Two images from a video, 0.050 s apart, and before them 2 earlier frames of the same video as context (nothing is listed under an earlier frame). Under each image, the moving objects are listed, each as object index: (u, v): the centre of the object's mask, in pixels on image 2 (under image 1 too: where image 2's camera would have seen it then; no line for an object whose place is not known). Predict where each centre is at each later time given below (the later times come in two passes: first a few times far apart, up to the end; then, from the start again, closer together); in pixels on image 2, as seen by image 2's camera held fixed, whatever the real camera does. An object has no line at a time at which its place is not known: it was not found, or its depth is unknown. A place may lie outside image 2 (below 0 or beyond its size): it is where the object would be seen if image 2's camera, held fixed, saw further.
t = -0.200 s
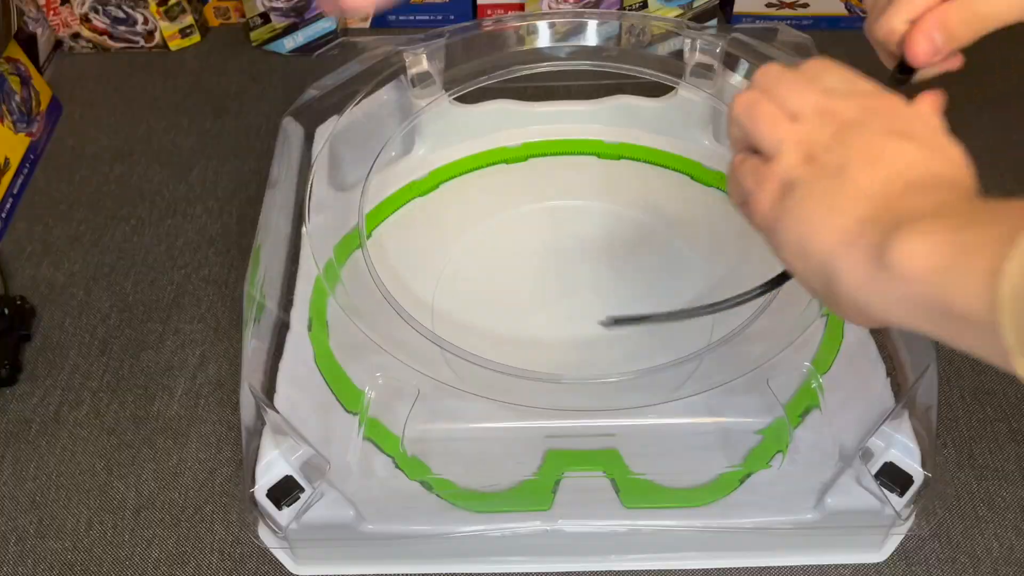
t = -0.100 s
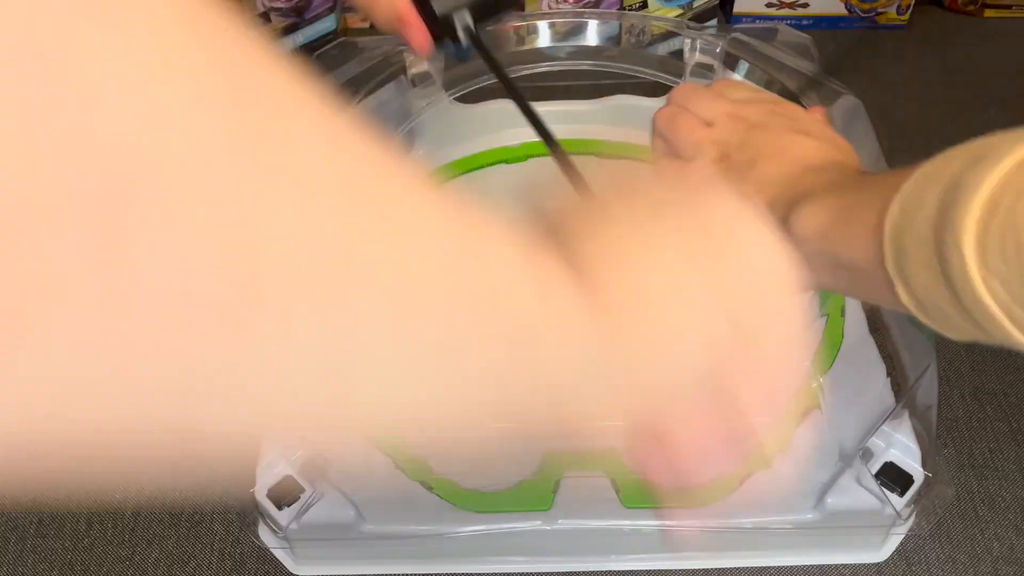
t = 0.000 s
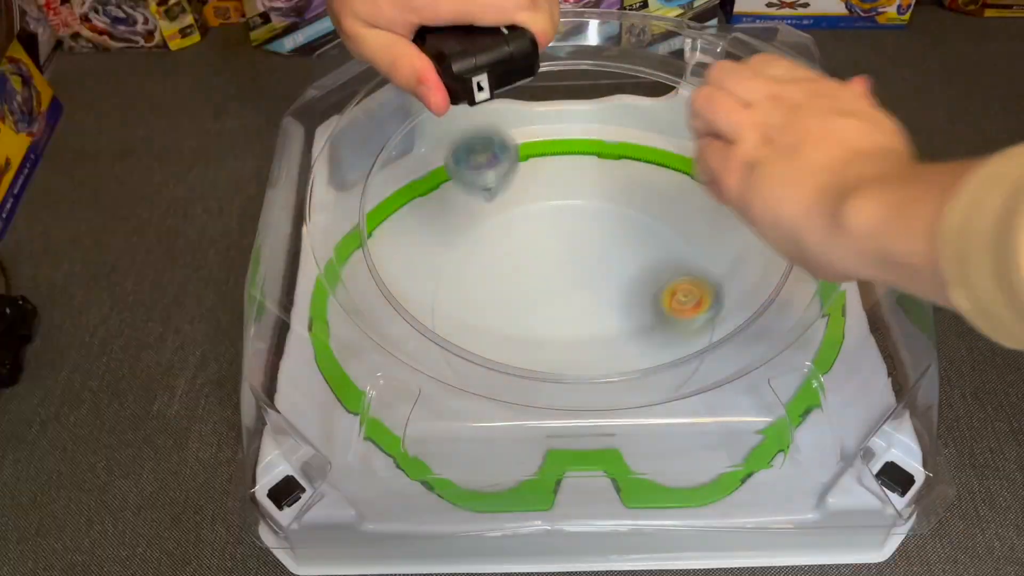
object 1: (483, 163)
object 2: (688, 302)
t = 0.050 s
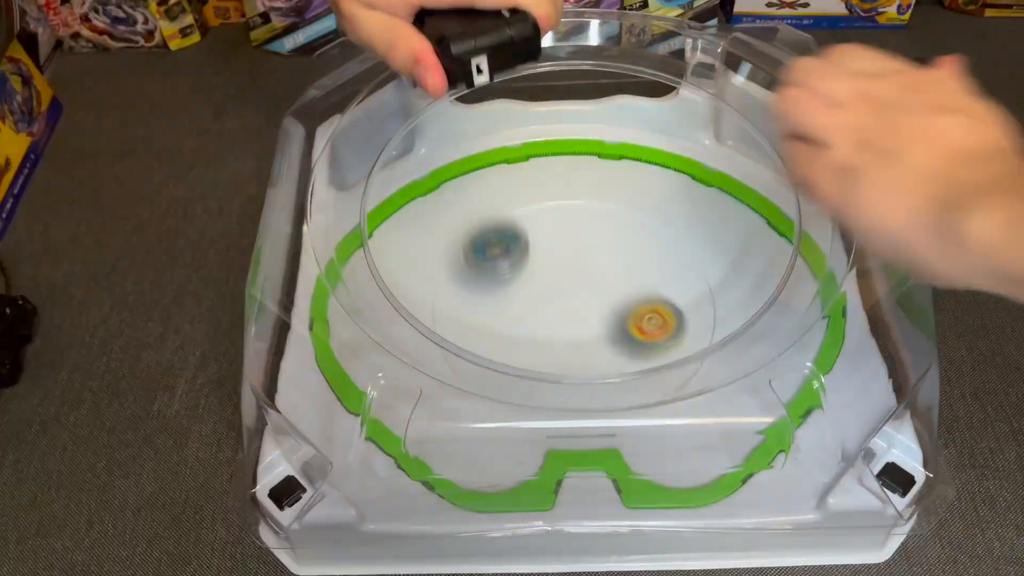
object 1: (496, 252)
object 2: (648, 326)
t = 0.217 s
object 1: (542, 207)
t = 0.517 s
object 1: (565, 163)
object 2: (498, 303)
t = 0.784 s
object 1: (524, 288)
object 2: (563, 355)
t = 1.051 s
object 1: (546, 377)
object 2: (598, 333)
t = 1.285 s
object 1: (640, 282)
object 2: (534, 260)
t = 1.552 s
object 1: (544, 187)
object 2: (468, 275)
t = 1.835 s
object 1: (445, 306)
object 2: (527, 364)
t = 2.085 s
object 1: (589, 352)
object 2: (628, 291)
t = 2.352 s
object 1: (681, 227)
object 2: (557, 193)
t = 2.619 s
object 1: (537, 207)
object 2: (472, 260)
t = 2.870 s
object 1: (489, 160)
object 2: (520, 420)
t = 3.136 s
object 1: (544, 182)
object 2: (508, 260)
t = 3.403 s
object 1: (596, 241)
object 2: (444, 334)
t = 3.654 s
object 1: (648, 274)
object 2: (442, 474)
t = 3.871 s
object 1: (727, 189)
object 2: (449, 320)
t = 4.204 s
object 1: (624, 239)
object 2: (565, 213)
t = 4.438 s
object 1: (664, 444)
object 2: (536, 154)
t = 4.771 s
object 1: (713, 389)
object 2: (484, 164)
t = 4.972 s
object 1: (692, 362)
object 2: (469, 173)
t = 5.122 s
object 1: (672, 373)
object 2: (473, 175)
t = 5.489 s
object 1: (640, 435)
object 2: (543, 209)
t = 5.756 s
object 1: (641, 428)
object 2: (614, 281)
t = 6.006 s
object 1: (616, 388)
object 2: (649, 310)
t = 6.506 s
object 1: (457, 250)
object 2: (604, 305)
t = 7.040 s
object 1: (591, 254)
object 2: (536, 342)
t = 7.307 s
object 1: (598, 219)
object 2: (539, 333)
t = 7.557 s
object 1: (577, 228)
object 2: (536, 310)
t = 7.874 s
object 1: (611, 280)
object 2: (529, 274)
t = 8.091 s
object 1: (647, 298)
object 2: (524, 252)
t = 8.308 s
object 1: (641, 292)
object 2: (535, 258)
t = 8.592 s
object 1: (604, 314)
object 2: (570, 268)
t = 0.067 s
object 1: (499, 283)
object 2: (635, 315)
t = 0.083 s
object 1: (505, 287)
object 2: (624, 303)
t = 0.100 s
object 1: (514, 277)
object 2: (612, 296)
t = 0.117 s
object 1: (520, 269)
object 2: (598, 292)
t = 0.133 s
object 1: (528, 264)
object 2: (586, 290)
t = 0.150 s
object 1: (531, 251)
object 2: (574, 300)
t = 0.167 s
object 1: (533, 237)
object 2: (567, 301)
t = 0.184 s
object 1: (534, 226)
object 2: (561, 297)
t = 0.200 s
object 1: (536, 217)
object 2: (564, 288)
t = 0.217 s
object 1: (542, 207)
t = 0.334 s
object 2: (513, 289)
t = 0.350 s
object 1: (555, 168)
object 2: (509, 289)
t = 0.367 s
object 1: (557, 164)
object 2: (507, 289)
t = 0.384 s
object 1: (559, 163)
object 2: (504, 290)
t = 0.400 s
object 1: (561, 161)
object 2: (502, 290)
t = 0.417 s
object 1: (562, 159)
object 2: (500, 291)
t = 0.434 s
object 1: (563, 159)
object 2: (499, 293)
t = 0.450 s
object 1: (564, 158)
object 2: (498, 294)
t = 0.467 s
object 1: (565, 158)
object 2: (497, 296)
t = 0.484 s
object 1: (565, 159)
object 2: (497, 298)
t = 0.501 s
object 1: (565, 160)
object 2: (498, 300)
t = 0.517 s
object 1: (565, 163)
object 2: (498, 303)
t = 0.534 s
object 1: (564, 165)
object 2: (500, 306)
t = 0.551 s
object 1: (563, 169)
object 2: (501, 309)
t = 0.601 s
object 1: (558, 184)
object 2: (510, 319)
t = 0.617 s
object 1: (556, 193)
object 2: (513, 323)
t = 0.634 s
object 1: (555, 199)
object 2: (517, 326)
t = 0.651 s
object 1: (552, 209)
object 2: (521, 330)
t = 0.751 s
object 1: (534, 267)
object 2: (552, 351)
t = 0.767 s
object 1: (529, 278)
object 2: (557, 352)
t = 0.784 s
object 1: (524, 288)
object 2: (563, 355)
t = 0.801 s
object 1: (520, 297)
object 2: (568, 355)
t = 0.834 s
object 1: (513, 317)
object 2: (578, 357)
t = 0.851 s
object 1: (510, 325)
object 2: (581, 358)
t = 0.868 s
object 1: (509, 334)
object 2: (585, 358)
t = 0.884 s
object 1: (509, 342)
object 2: (588, 358)
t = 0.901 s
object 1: (507, 350)
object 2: (591, 358)
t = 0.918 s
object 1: (509, 358)
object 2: (594, 357)
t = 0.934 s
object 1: (511, 362)
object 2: (596, 356)
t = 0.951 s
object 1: (513, 368)
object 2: (598, 355)
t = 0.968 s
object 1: (517, 371)
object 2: (599, 353)
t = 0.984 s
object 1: (522, 374)
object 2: (600, 351)
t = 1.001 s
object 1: (528, 375)
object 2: (600, 348)
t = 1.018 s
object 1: (532, 377)
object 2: (600, 343)
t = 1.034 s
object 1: (540, 377)
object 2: (599, 338)
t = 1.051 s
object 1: (546, 377)
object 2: (598, 333)
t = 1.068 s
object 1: (554, 375)
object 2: (595, 327)
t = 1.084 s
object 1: (562, 373)
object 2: (592, 320)
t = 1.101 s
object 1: (571, 370)
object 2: (589, 315)
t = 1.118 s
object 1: (579, 366)
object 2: (585, 309)
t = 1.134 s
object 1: (588, 361)
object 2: (581, 303)
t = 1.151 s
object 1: (598, 353)
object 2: (576, 297)
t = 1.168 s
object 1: (606, 348)
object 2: (571, 291)
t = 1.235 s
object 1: (633, 313)
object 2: (551, 271)
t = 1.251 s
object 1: (637, 303)
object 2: (545, 267)
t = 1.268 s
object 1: (638, 292)
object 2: (539, 263)
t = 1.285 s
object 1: (640, 282)
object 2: (534, 260)
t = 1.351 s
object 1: (635, 242)
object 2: (512, 252)
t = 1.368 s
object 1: (632, 232)
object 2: (507, 250)
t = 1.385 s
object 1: (627, 224)
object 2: (502, 250)
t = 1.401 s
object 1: (621, 216)
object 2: (497, 250)
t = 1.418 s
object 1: (614, 209)
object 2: (493, 251)
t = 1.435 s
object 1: (607, 203)
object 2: (488, 252)
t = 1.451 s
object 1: (600, 198)
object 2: (484, 254)
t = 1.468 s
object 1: (591, 194)
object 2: (481, 256)
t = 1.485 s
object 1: (582, 190)
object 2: (477, 258)
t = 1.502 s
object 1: (573, 188)
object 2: (475, 262)
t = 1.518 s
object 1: (563, 187)
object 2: (471, 266)
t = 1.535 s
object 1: (554, 186)
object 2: (469, 270)
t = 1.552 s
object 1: (544, 187)
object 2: (468, 275)
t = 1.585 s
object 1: (526, 192)
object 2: (465, 285)
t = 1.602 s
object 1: (517, 196)
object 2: (464, 291)
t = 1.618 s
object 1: (508, 202)
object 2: (464, 297)
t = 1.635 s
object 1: (499, 206)
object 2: (465, 302)
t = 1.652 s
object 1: (490, 213)
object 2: (466, 308)
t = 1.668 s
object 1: (482, 220)
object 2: (467, 315)
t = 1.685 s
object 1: (474, 227)
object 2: (471, 321)
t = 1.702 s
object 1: (467, 235)
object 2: (473, 326)
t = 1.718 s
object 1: (461, 243)
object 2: (478, 333)
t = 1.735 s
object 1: (455, 252)
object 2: (482, 340)
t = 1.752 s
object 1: (450, 262)
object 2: (488, 346)
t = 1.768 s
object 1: (447, 271)
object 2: (494, 351)
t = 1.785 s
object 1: (445, 280)
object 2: (502, 356)
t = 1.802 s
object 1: (444, 289)
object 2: (510, 359)
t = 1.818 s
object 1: (443, 297)
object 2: (518, 362)
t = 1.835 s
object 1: (445, 306)
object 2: (527, 364)
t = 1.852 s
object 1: (447, 313)
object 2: (535, 365)
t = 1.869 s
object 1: (449, 320)
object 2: (545, 365)
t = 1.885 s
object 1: (454, 326)
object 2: (554, 364)
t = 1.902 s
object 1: (460, 333)
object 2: (563, 362)
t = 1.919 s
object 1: (466, 338)
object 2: (573, 357)
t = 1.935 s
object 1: (474, 344)
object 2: (581, 354)
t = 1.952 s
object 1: (482, 348)
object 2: (589, 350)
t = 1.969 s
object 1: (492, 351)
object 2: (597, 346)
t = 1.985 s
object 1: (505, 354)
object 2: (603, 340)
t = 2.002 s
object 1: (518, 356)
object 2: (609, 333)
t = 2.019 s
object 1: (530, 357)
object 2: (615, 326)
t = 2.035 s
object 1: (545, 357)
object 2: (619, 317)
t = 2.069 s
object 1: (574, 356)
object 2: (626, 300)
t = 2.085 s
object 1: (589, 352)
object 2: (628, 291)
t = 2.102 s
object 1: (603, 349)
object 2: (627, 283)
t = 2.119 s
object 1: (617, 344)
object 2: (628, 274)
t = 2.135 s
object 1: (630, 338)
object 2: (627, 265)
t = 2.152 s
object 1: (642, 331)
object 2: (625, 256)
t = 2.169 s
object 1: (652, 323)
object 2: (624, 248)
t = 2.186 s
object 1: (663, 314)
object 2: (620, 240)
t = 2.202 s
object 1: (671, 305)
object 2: (616, 233)
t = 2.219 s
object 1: (678, 295)
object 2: (611, 226)
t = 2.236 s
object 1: (683, 285)
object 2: (606, 220)
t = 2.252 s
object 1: (687, 276)
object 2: (600, 214)
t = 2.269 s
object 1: (689, 266)
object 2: (594, 209)
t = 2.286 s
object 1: (690, 257)
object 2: (587, 204)
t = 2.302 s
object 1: (689, 249)
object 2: (579, 201)
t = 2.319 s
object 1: (688, 241)
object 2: (572, 197)
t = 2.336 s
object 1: (685, 233)
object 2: (565, 195)
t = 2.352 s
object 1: (681, 227)
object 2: (557, 193)
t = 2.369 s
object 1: (676, 221)
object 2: (549, 192)
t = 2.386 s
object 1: (670, 215)
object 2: (542, 191)
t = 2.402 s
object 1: (663, 211)
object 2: (533, 190)
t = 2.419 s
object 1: (656, 208)
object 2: (526, 191)
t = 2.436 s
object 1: (648, 205)
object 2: (519, 194)
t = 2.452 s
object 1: (639, 202)
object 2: (513, 198)
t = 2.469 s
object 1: (630, 200)
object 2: (507, 203)
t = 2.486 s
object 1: (621, 198)
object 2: (500, 208)
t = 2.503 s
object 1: (610, 197)
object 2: (495, 214)
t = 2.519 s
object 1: (600, 197)
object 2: (490, 220)
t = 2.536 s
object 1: (590, 197)
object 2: (486, 226)
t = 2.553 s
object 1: (579, 198)
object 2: (481, 232)
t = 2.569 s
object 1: (568, 199)
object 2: (478, 239)
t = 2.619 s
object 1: (537, 207)
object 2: (472, 260)
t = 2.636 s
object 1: (527, 212)
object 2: (472, 267)
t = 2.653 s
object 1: (518, 216)
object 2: (472, 275)
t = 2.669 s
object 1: (509, 222)
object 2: (473, 281)
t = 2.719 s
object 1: (487, 242)
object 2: (479, 300)
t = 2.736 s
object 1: (481, 249)
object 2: (483, 304)
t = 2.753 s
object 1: (478, 252)
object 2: (489, 315)
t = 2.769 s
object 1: (476, 236)
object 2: (492, 343)
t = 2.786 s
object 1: (476, 220)
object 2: (500, 370)
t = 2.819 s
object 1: (480, 191)
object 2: (517, 428)
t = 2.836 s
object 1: (483, 178)
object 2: (526, 459)
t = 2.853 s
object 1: (486, 168)
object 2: (524, 443)
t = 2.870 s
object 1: (489, 160)
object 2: (520, 420)
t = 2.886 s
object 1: (492, 150)
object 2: (516, 400)
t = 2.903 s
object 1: (495, 145)
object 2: (512, 381)
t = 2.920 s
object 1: (499, 144)
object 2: (509, 367)
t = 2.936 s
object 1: (502, 144)
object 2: (504, 355)
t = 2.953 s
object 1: (505, 148)
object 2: (503, 344)
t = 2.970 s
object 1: (509, 152)
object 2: (500, 338)
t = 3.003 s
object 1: (517, 154)
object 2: (494, 333)
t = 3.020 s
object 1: (520, 159)
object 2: (493, 333)
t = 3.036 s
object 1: (524, 162)
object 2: (492, 321)
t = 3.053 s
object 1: (527, 165)
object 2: (494, 309)
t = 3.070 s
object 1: (531, 168)
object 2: (496, 298)
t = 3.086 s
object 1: (535, 171)
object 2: (498, 290)
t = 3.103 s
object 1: (538, 175)
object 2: (501, 278)
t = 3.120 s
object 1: (541, 178)
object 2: (505, 268)
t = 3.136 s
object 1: (544, 182)
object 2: (508, 260)
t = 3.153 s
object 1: (547, 187)
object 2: (513, 250)
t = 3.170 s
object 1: (550, 193)
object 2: (517, 242)
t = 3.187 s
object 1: (562, 191)
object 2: (511, 244)
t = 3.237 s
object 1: (621, 162)
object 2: (477, 265)
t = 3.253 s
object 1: (640, 153)
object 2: (468, 272)
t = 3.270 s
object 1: (649, 148)
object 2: (460, 280)
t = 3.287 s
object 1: (643, 152)
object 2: (452, 288)
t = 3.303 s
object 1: (637, 160)
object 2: (447, 295)
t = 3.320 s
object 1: (631, 169)
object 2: (444, 302)
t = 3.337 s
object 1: (624, 182)
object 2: (442, 308)
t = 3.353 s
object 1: (616, 199)
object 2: (439, 315)
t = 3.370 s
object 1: (609, 215)
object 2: (439, 322)
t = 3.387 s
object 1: (601, 233)
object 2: (441, 328)
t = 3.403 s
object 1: (596, 241)
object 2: (444, 334)
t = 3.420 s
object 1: (589, 251)
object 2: (450, 340)
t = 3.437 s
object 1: (582, 262)
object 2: (457, 344)
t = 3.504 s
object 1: (560, 308)
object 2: (489, 361)
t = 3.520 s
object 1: (555, 320)
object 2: (500, 365)
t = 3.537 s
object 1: (553, 328)
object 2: (510, 369)
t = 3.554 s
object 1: (557, 330)
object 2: (511, 374)
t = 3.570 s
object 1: (573, 321)
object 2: (501, 387)
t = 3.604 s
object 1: (605, 302)
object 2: (476, 424)
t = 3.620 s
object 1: (621, 293)
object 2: (463, 446)
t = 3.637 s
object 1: (635, 284)
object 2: (448, 467)
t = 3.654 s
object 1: (648, 274)
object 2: (442, 474)
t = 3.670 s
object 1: (662, 262)
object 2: (437, 464)
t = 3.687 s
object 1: (673, 252)
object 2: (435, 457)
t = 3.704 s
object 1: (685, 242)
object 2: (434, 441)
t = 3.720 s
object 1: (693, 232)
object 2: (436, 428)
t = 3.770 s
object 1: (711, 211)
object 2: (436, 389)
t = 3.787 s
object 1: (717, 208)
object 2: (437, 375)
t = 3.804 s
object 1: (722, 201)
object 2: (439, 364)
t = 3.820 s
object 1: (727, 196)
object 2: (443, 351)
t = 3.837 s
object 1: (731, 192)
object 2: (443, 342)
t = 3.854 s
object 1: (732, 189)
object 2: (446, 331)
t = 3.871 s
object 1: (727, 189)
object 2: (449, 320)
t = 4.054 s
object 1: (667, 208)
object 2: (510, 238)
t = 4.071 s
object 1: (662, 210)
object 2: (516, 233)
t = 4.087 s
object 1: (658, 212)
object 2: (523, 229)
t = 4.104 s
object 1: (653, 215)
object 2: (529, 225)
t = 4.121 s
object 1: (649, 218)
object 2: (536, 222)
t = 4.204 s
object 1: (624, 239)
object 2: (565, 213)
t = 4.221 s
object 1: (619, 243)
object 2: (570, 213)
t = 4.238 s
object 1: (615, 248)
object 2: (574, 213)
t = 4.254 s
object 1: (616, 264)
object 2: (572, 205)
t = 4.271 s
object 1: (619, 282)
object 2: (568, 194)
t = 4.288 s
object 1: (623, 299)
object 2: (564, 184)
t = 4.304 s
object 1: (627, 316)
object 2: (560, 176)
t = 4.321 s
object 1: (630, 332)
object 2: (557, 171)
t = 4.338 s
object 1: (635, 346)
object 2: (553, 167)
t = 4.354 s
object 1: (641, 366)
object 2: (550, 166)
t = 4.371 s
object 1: (644, 378)
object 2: (547, 163)
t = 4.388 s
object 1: (647, 390)
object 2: (544, 159)
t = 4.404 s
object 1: (654, 409)
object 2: (540, 157)
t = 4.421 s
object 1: (658, 428)
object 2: (538, 156)
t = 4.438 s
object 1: (664, 444)
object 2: (536, 154)
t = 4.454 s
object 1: (673, 458)
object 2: (533, 153)
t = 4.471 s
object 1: (681, 471)
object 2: (530, 153)
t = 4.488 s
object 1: (688, 474)
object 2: (528, 152)
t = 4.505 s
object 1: (694, 471)
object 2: (525, 151)
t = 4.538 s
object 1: (705, 463)
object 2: (519, 151)
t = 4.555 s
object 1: (710, 462)
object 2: (516, 151)
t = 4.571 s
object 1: (714, 457)
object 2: (513, 152)
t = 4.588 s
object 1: (718, 450)
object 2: (510, 152)
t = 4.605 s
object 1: (722, 446)
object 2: (507, 154)
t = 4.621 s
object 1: (723, 443)
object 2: (505, 154)
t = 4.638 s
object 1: (723, 439)
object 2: (502, 156)
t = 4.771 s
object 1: (713, 389)
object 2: (484, 164)
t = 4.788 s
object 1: (712, 386)
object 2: (482, 165)
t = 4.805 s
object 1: (711, 382)
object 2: (480, 166)
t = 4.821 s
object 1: (708, 378)
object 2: (478, 167)
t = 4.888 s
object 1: (702, 365)
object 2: (473, 169)
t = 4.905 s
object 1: (700, 363)
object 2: (472, 171)
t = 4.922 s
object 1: (698, 362)
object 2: (471, 171)
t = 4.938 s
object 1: (696, 361)
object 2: (470, 171)
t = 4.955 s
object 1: (694, 361)
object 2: (469, 172)
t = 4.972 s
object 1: (692, 362)
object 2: (469, 173)
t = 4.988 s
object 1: (690, 362)
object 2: (468, 173)
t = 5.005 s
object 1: (690, 360)
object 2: (468, 173)
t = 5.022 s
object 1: (688, 361)
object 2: (468, 173)
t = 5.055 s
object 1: (681, 366)
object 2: (468, 174)
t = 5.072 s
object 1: (678, 368)
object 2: (469, 174)
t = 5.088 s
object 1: (676, 369)
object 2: (470, 175)
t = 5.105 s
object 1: (674, 370)
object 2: (471, 175)
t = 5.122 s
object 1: (672, 373)
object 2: (473, 175)
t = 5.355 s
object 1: (626, 417)
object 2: (511, 189)
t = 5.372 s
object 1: (623, 420)
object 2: (515, 190)
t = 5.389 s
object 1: (621, 422)
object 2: (519, 192)
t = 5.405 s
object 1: (621, 423)
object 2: (523, 194)
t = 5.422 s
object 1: (623, 426)
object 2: (526, 196)
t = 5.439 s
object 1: (627, 429)
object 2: (531, 198)
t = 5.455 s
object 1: (632, 432)
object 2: (534, 202)
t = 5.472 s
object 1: (637, 434)
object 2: (539, 206)
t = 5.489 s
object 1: (640, 435)
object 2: (543, 209)
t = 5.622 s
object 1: (654, 435)
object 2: (579, 247)
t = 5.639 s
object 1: (655, 435)
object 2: (584, 252)
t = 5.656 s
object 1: (655, 435)
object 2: (588, 257)
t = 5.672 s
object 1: (655, 434)
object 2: (593, 261)
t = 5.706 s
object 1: (652, 434)
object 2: (601, 270)
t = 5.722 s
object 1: (649, 433)
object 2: (606, 273)
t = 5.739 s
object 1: (646, 432)
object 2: (610, 278)
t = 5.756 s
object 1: (641, 428)
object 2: (614, 281)
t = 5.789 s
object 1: (633, 425)
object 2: (621, 288)
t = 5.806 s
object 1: (631, 425)
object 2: (625, 291)
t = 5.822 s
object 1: (632, 422)
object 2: (628, 294)
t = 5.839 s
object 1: (633, 420)
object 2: (630, 296)
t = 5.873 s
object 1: (636, 415)
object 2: (636, 301)
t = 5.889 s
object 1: (636, 413)
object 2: (638, 303)
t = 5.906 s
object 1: (636, 410)
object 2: (640, 304)
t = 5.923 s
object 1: (634, 407)
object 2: (642, 306)
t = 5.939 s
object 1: (632, 402)
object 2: (644, 307)
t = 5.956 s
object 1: (631, 400)
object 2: (646, 308)
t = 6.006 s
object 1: (616, 388)
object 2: (649, 310)
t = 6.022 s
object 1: (611, 384)
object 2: (650, 310)
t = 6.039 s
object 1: (606, 379)
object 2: (650, 310)
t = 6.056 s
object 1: (597, 373)
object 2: (650, 310)
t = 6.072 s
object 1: (590, 367)
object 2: (650, 310)
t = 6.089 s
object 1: (584, 361)
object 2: (651, 309)
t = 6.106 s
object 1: (576, 355)
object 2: (652, 309)
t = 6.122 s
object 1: (569, 349)
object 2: (650, 309)
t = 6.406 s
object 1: (465, 259)
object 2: (620, 301)
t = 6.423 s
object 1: (462, 256)
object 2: (618, 301)
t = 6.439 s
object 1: (459, 254)
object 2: (615, 301)
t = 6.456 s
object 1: (456, 251)
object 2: (612, 302)
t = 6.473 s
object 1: (455, 250)
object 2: (610, 303)
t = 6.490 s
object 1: (455, 249)
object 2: (606, 304)
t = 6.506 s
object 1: (457, 250)
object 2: (604, 305)
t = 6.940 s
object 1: (572, 268)
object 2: (541, 339)
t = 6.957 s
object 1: (576, 267)
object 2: (539, 340)
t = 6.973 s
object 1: (580, 265)
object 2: (539, 341)
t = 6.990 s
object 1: (583, 262)
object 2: (538, 341)
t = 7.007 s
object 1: (586, 260)
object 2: (537, 342)
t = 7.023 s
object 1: (588, 257)
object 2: (537, 342)
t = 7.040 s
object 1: (591, 254)
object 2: (536, 342)
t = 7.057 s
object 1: (593, 251)
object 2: (536, 342)
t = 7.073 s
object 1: (595, 249)
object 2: (536, 343)
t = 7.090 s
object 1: (597, 246)
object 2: (536, 343)
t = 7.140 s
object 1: (601, 237)
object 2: (537, 342)
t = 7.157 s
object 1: (601, 234)
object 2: (537, 342)
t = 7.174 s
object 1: (602, 232)
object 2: (538, 341)
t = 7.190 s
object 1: (602, 229)
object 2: (538, 340)
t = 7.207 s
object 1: (602, 227)
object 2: (538, 340)
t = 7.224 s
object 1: (603, 226)
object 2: (538, 339)
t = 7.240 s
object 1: (602, 223)
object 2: (538, 337)
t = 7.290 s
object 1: (600, 219)
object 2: (539, 334)
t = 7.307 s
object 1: (598, 219)
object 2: (539, 333)
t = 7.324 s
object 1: (598, 218)
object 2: (539, 331)
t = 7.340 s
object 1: (595, 218)
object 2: (539, 330)
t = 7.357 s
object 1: (594, 217)
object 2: (538, 329)
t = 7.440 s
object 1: (586, 219)
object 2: (538, 322)
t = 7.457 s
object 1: (584, 219)
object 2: (537, 319)
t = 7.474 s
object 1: (583, 220)
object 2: (537, 318)
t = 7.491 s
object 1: (581, 222)
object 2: (537, 316)
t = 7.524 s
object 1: (579, 225)
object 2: (537, 313)
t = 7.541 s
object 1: (577, 227)
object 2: (536, 311)
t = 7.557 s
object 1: (577, 228)
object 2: (536, 310)
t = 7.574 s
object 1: (577, 230)
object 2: (536, 308)
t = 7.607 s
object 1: (575, 235)
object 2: (535, 304)
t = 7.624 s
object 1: (576, 236)
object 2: (536, 302)
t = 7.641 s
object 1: (577, 239)
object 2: (535, 300)
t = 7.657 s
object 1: (577, 242)
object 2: (535, 298)
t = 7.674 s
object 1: (578, 244)
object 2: (535, 297)
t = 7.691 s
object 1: (579, 247)
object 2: (535, 295)
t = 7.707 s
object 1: (581, 250)
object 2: (535, 293)
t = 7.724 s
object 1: (583, 253)
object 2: (534, 291)
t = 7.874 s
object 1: (611, 280)
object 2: (529, 274)
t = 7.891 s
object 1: (615, 283)
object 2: (528, 272)
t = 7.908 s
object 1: (618, 286)
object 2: (528, 270)
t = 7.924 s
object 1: (622, 288)
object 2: (527, 268)
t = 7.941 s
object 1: (625, 290)
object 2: (527, 266)
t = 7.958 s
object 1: (629, 292)
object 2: (526, 264)
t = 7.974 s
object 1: (631, 294)
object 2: (526, 262)
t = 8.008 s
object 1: (638, 297)
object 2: (525, 259)
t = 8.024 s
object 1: (640, 298)
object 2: (525, 257)
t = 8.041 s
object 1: (642, 298)
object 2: (525, 255)
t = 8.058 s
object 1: (644, 298)
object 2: (525, 254)
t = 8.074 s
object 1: (646, 299)
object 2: (525, 253)
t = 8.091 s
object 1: (647, 298)
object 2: (524, 252)
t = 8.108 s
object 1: (649, 298)
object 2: (525, 251)
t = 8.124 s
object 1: (649, 298)
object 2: (525, 251)
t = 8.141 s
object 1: (650, 297)
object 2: (525, 250)
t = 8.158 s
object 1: (650, 297)
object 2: (526, 250)
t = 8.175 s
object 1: (650, 296)
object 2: (526, 251)
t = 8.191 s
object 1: (650, 296)
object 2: (527, 251)
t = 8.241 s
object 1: (647, 294)
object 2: (530, 253)
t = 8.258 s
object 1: (646, 293)
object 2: (530, 255)
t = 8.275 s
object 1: (645, 292)
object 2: (532, 255)
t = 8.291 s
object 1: (643, 292)
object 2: (533, 257)
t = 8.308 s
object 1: (641, 292)
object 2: (535, 258)
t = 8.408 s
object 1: (630, 293)
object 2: (545, 265)
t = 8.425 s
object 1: (628, 293)
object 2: (547, 265)
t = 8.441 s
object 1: (626, 294)
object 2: (549, 267)
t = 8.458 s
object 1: (624, 296)
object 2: (551, 267)
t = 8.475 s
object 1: (622, 297)
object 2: (554, 267)
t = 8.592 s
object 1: (604, 314)
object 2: (570, 268)
